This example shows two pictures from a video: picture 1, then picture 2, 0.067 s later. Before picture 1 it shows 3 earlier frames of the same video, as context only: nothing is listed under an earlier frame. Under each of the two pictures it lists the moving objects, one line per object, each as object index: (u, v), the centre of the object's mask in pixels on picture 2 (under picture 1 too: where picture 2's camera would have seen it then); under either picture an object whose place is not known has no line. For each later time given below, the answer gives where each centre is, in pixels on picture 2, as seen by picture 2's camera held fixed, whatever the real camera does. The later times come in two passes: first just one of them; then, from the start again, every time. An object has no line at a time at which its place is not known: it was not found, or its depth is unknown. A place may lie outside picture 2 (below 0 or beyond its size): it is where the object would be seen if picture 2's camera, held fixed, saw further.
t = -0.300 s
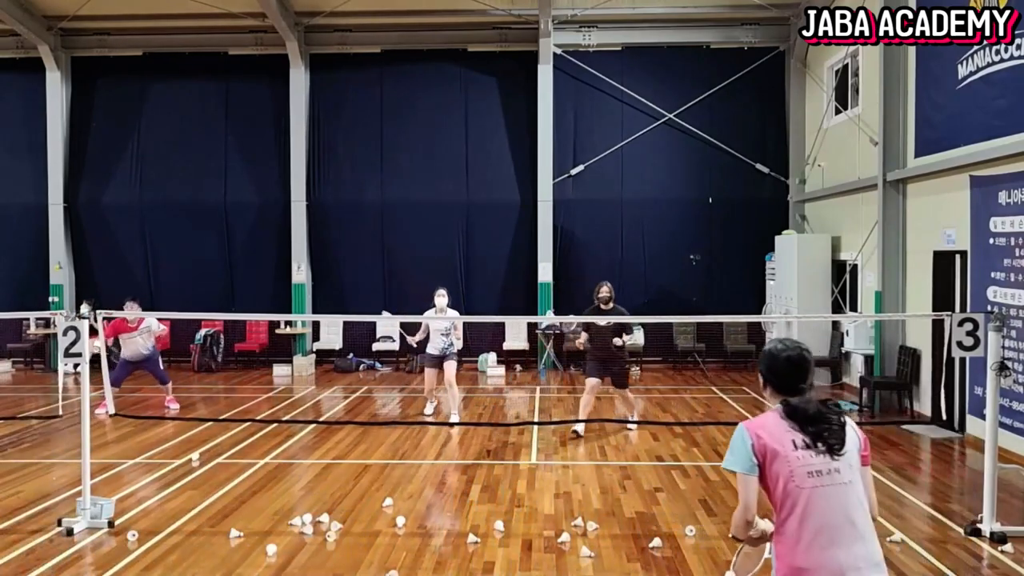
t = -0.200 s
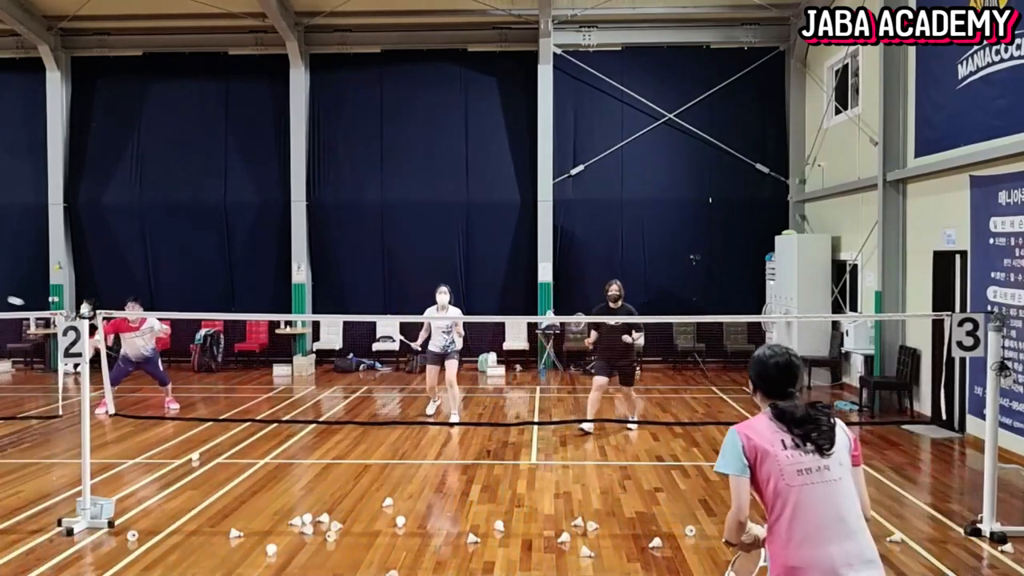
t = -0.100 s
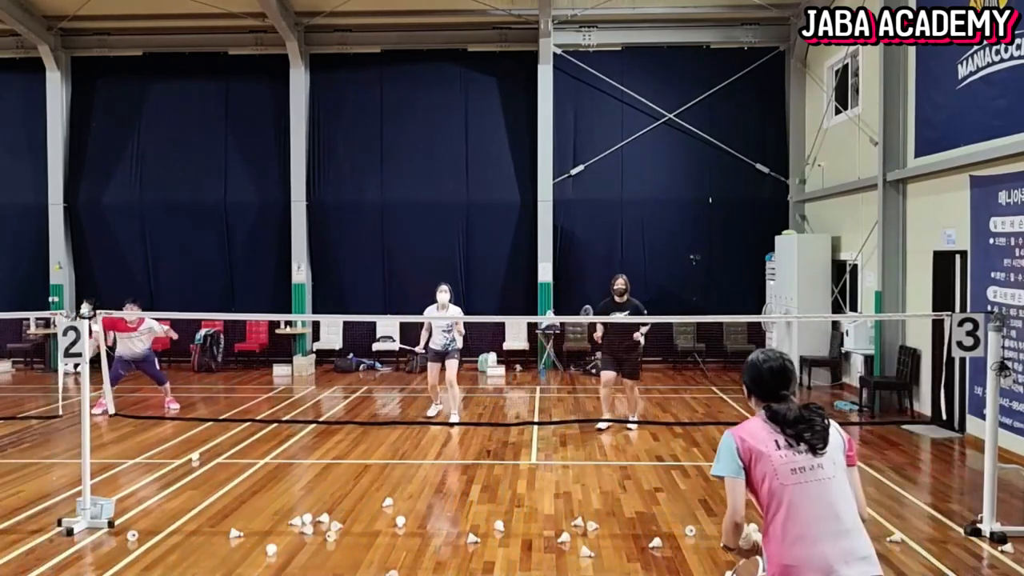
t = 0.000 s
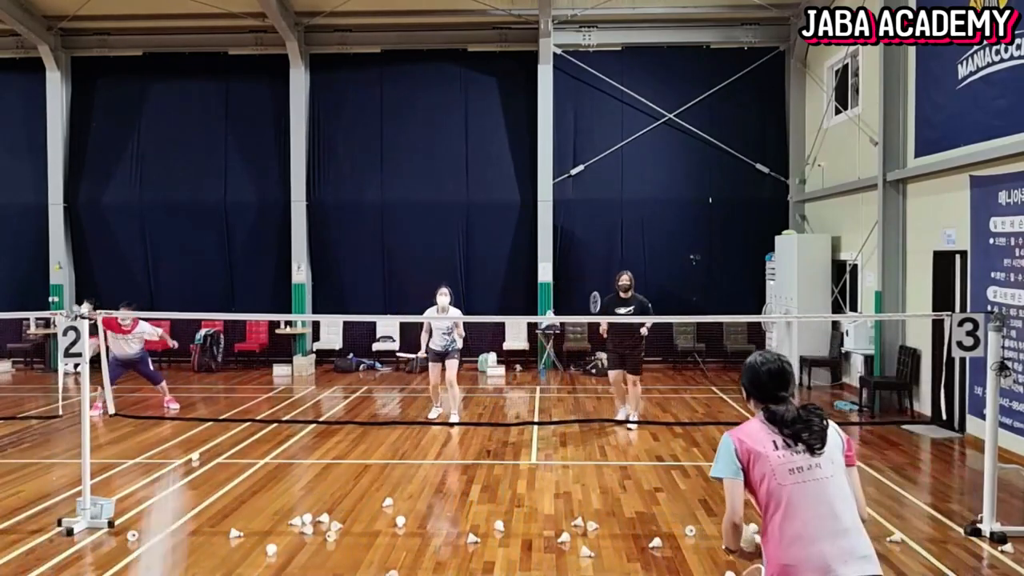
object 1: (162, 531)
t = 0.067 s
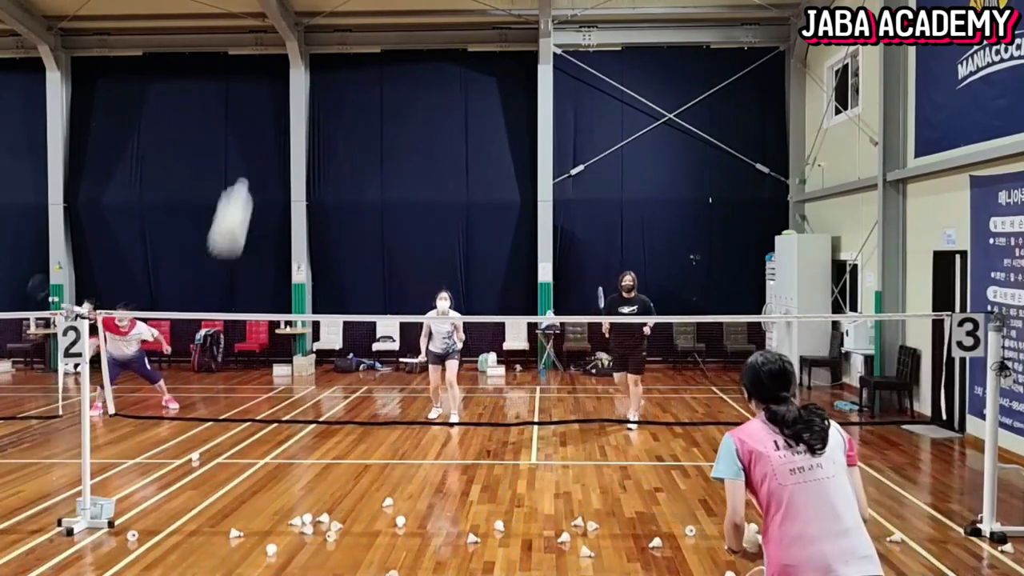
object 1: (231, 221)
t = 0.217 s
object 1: (285, 48)
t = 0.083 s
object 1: (241, 182)
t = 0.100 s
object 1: (250, 150)
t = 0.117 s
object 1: (256, 124)
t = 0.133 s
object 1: (262, 104)
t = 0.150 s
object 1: (267, 88)
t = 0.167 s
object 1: (273, 75)
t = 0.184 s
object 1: (278, 64)
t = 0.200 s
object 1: (282, 55)
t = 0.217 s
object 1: (285, 48)
